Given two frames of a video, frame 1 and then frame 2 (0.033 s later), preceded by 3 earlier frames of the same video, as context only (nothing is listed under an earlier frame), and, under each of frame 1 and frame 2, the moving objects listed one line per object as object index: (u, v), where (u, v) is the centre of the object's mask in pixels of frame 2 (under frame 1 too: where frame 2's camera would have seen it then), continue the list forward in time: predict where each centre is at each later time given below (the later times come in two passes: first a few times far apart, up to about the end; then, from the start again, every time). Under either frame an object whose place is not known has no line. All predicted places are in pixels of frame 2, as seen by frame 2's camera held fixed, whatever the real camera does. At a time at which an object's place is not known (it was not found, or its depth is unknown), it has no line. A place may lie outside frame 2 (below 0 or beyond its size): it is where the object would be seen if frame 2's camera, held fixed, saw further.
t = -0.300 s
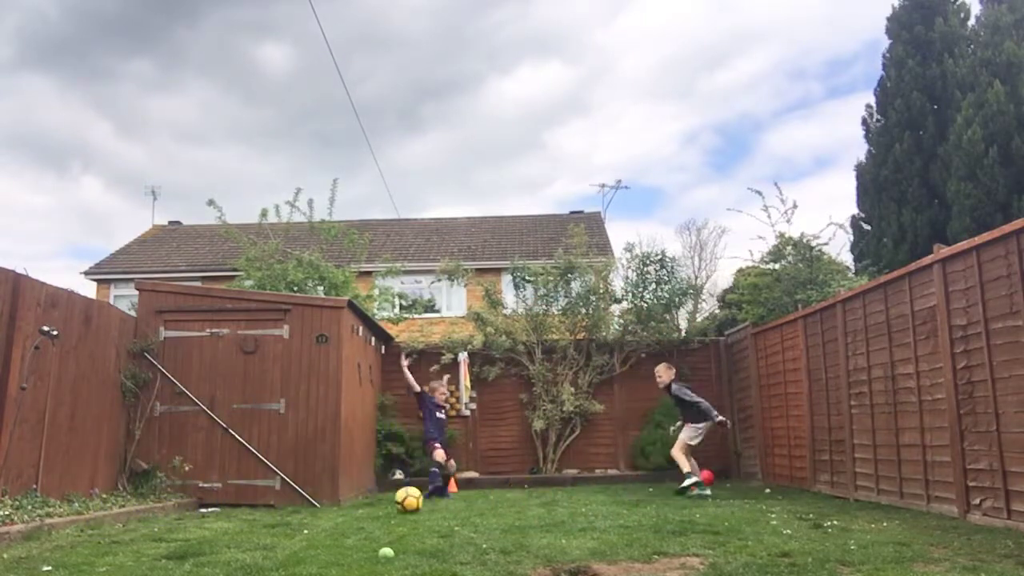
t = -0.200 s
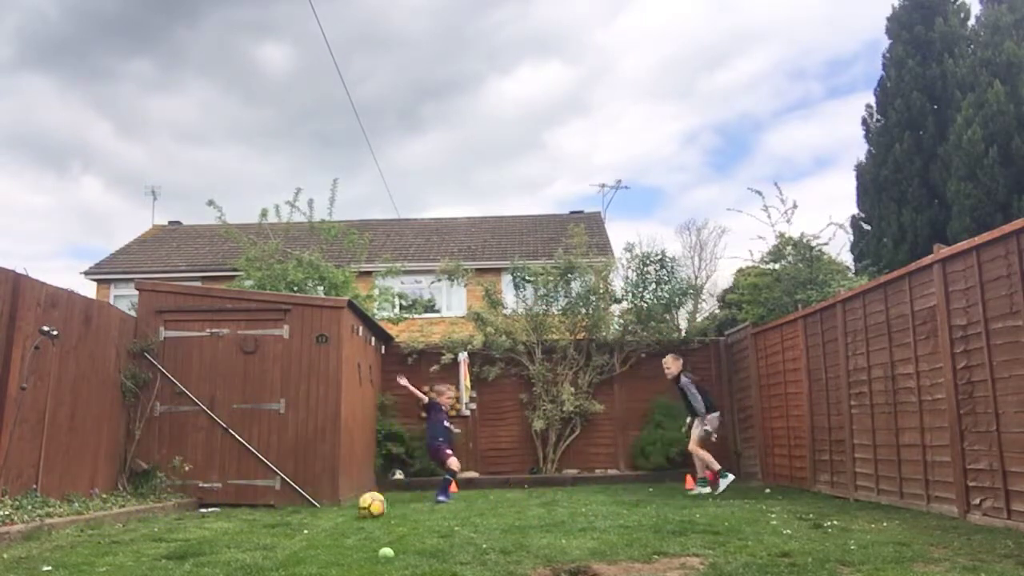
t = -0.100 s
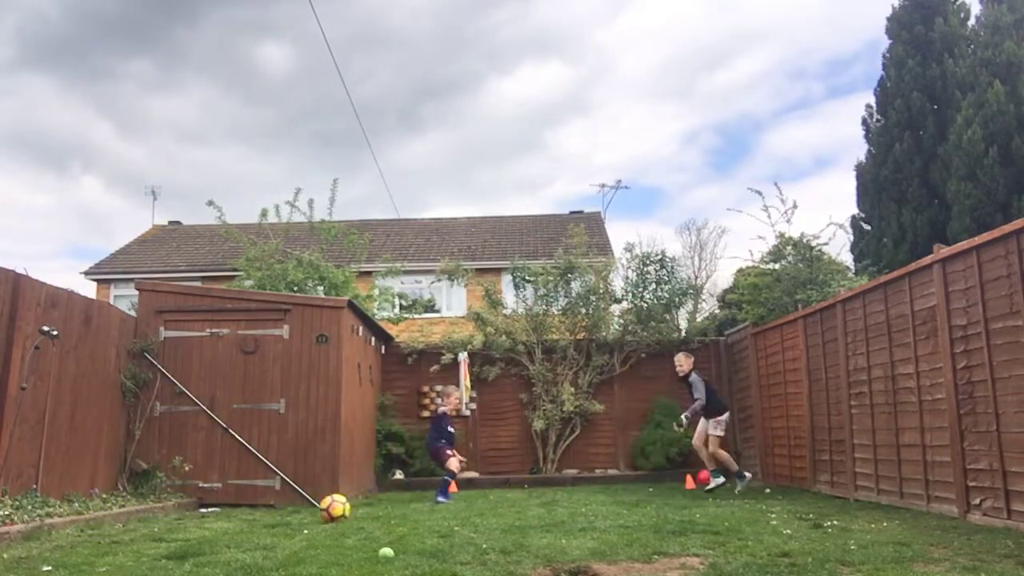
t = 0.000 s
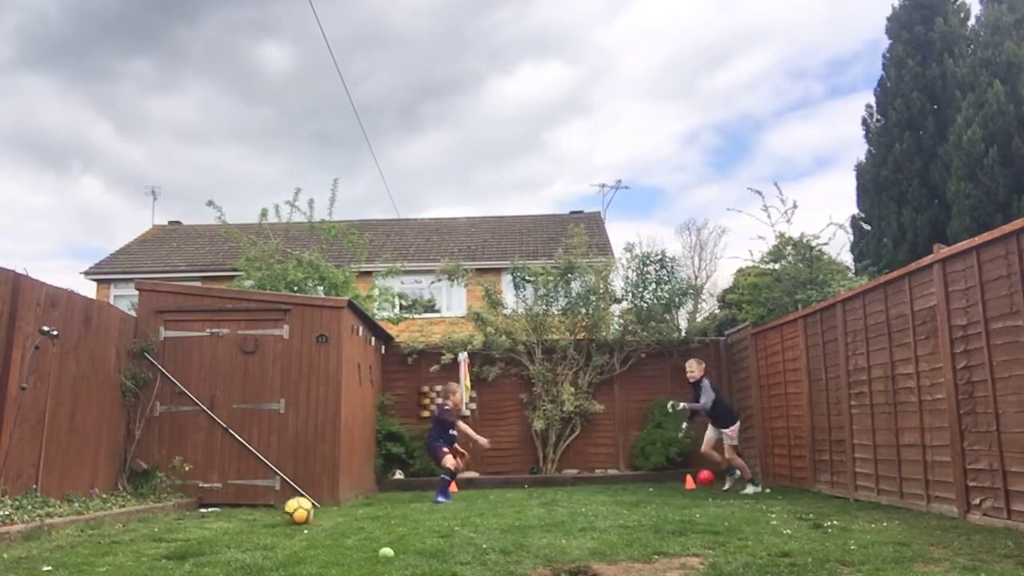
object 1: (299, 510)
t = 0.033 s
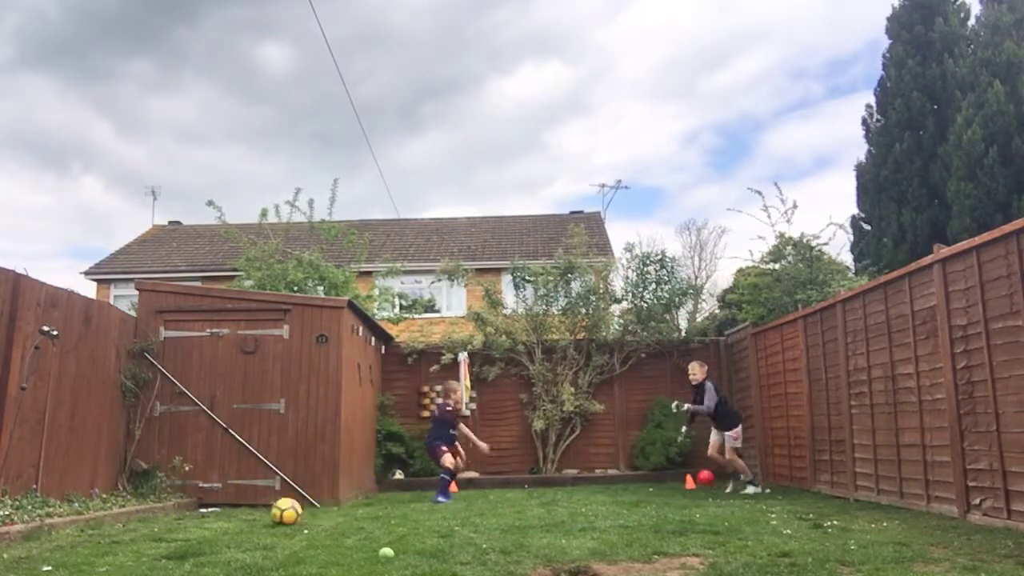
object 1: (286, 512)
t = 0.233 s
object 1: (213, 515)
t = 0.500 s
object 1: (121, 518)
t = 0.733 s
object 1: (77, 506)
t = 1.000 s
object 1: (111, 520)
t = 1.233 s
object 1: (118, 521)
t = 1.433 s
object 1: (121, 525)
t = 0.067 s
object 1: (274, 513)
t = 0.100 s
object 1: (262, 515)
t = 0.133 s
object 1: (249, 514)
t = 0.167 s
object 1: (238, 513)
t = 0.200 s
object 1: (226, 514)
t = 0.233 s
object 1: (213, 515)
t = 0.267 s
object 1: (203, 517)
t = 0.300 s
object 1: (189, 515)
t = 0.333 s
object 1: (178, 515)
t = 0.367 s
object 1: (167, 516)
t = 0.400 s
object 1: (155, 517)
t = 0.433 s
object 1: (144, 516)
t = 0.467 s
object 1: (132, 516)
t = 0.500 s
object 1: (121, 518)
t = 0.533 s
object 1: (109, 518)
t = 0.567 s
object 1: (98, 518)
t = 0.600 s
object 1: (88, 516)
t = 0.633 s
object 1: (77, 516)
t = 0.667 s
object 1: (68, 518)
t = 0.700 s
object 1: (74, 510)
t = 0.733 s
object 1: (77, 506)
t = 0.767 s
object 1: (84, 503)
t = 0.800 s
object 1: (88, 503)
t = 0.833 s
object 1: (93, 504)
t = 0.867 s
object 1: (97, 507)
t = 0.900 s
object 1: (101, 511)
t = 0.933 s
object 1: (107, 518)
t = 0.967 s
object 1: (110, 523)
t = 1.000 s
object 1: (111, 520)
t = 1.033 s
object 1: (112, 517)
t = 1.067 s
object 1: (113, 516)
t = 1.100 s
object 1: (114, 516)
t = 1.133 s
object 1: (115, 518)
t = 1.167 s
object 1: (116, 522)
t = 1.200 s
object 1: (117, 522)
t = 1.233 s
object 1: (118, 521)
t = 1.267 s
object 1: (118, 522)
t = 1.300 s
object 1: (119, 523)
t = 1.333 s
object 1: (119, 524)
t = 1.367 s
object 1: (120, 524)
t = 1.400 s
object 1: (120, 525)
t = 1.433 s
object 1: (121, 525)
